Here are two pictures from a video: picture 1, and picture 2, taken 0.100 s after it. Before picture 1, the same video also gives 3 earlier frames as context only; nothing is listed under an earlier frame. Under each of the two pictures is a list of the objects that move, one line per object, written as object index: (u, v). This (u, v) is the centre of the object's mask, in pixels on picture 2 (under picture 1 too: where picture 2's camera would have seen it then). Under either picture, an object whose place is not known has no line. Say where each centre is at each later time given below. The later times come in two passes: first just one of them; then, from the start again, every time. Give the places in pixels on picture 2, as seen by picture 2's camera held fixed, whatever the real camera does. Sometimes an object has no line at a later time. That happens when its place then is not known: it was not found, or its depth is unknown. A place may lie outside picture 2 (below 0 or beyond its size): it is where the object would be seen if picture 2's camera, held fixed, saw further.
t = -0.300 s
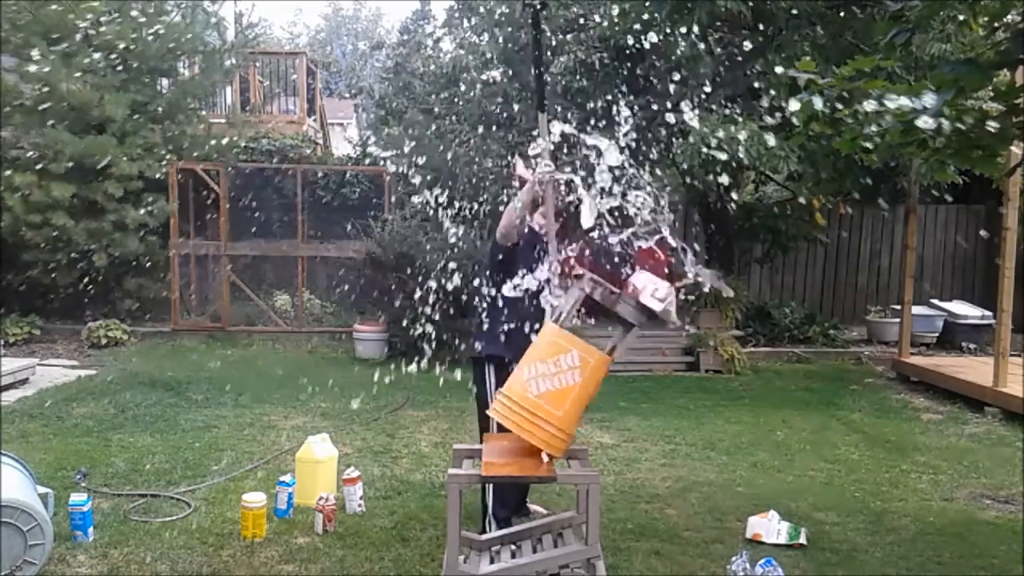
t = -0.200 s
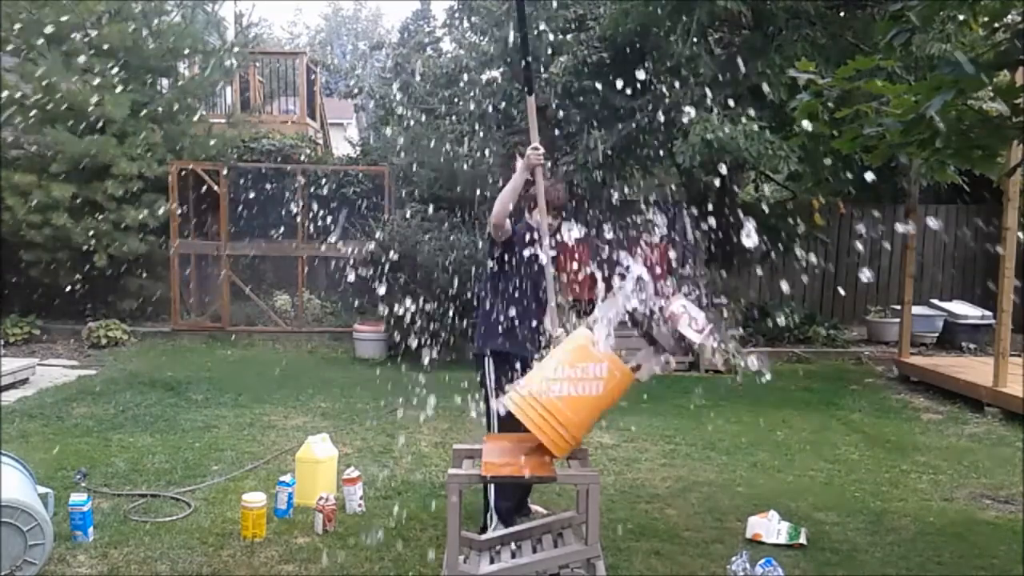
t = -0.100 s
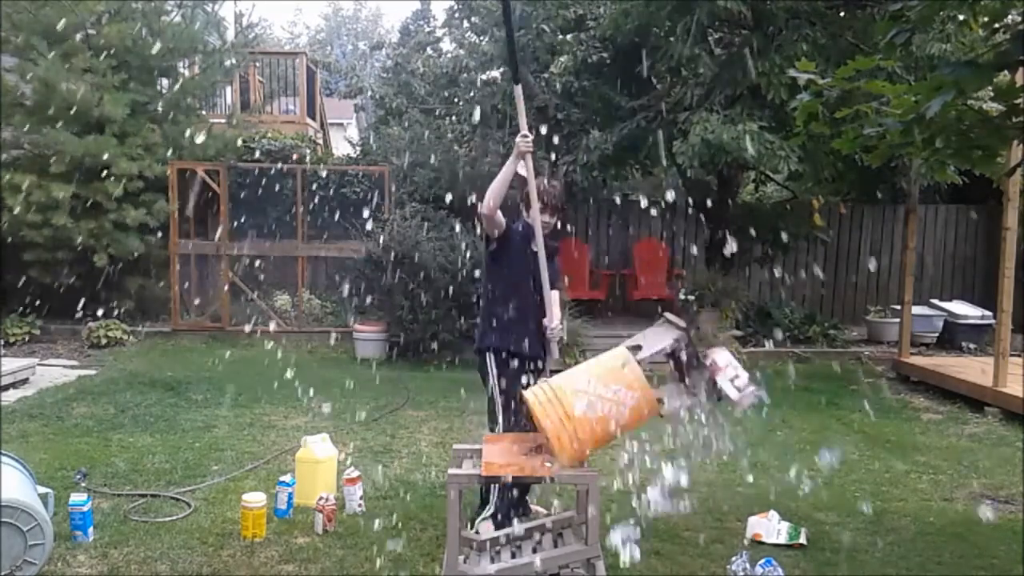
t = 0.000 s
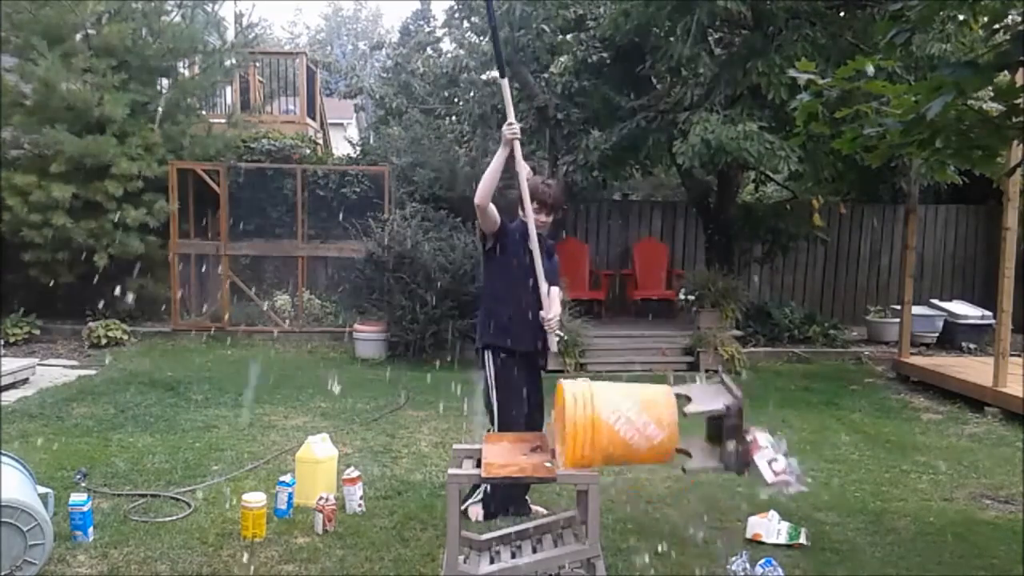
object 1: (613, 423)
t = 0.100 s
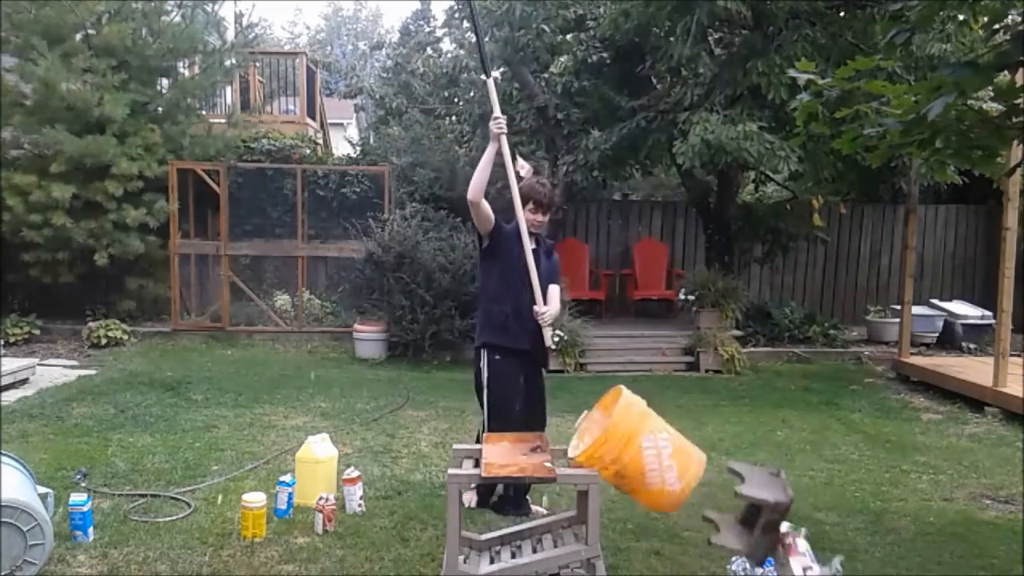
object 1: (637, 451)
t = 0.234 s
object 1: (667, 519)
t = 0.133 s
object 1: (645, 466)
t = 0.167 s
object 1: (653, 483)
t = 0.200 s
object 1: (661, 503)
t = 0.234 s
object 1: (667, 519)
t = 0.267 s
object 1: (676, 533)
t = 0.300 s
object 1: (687, 548)
